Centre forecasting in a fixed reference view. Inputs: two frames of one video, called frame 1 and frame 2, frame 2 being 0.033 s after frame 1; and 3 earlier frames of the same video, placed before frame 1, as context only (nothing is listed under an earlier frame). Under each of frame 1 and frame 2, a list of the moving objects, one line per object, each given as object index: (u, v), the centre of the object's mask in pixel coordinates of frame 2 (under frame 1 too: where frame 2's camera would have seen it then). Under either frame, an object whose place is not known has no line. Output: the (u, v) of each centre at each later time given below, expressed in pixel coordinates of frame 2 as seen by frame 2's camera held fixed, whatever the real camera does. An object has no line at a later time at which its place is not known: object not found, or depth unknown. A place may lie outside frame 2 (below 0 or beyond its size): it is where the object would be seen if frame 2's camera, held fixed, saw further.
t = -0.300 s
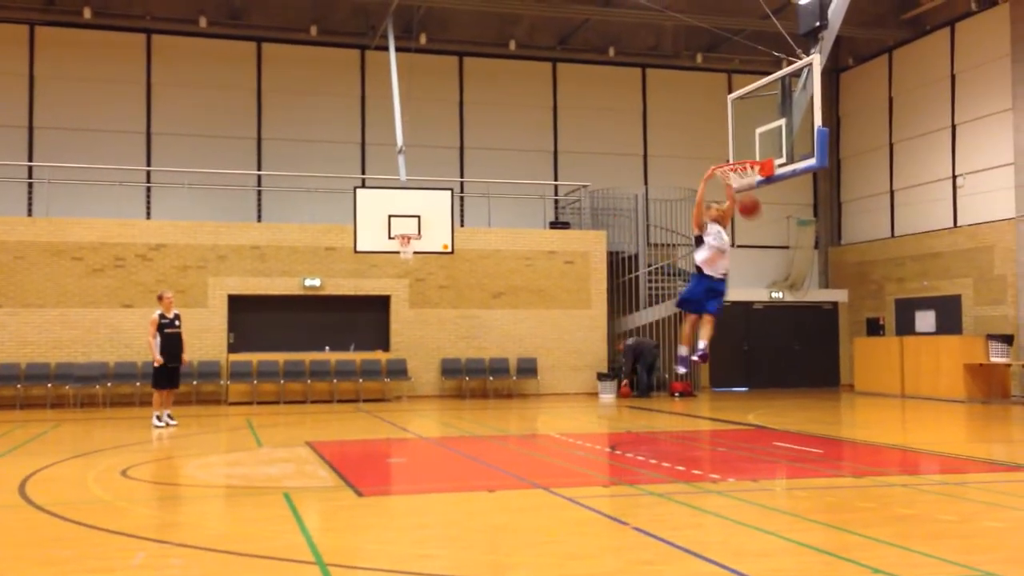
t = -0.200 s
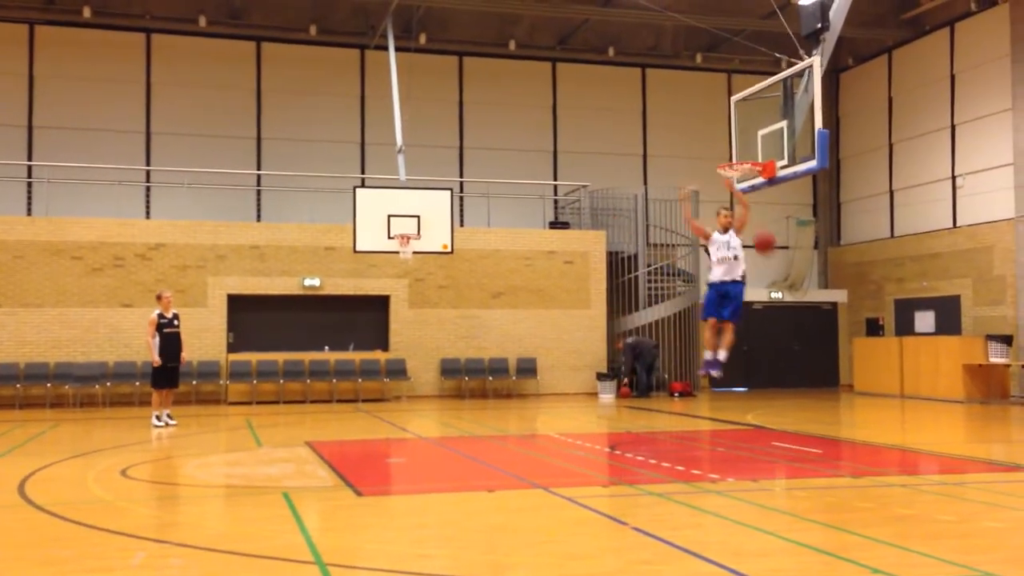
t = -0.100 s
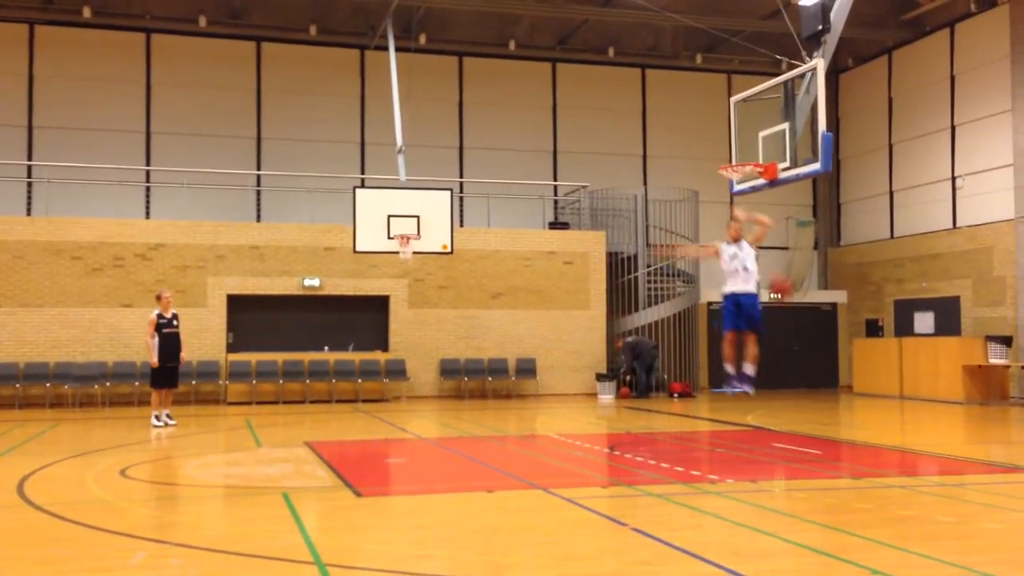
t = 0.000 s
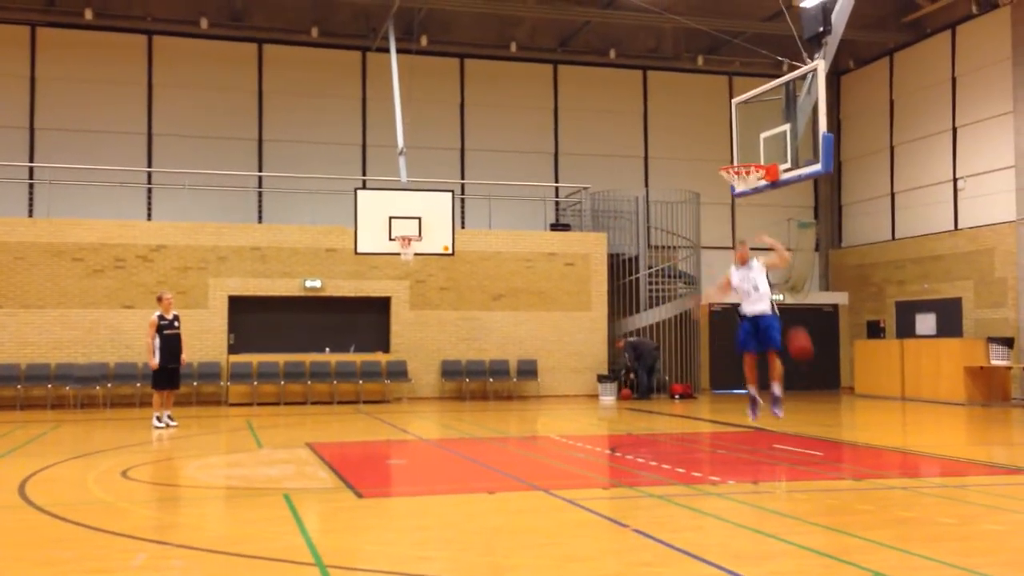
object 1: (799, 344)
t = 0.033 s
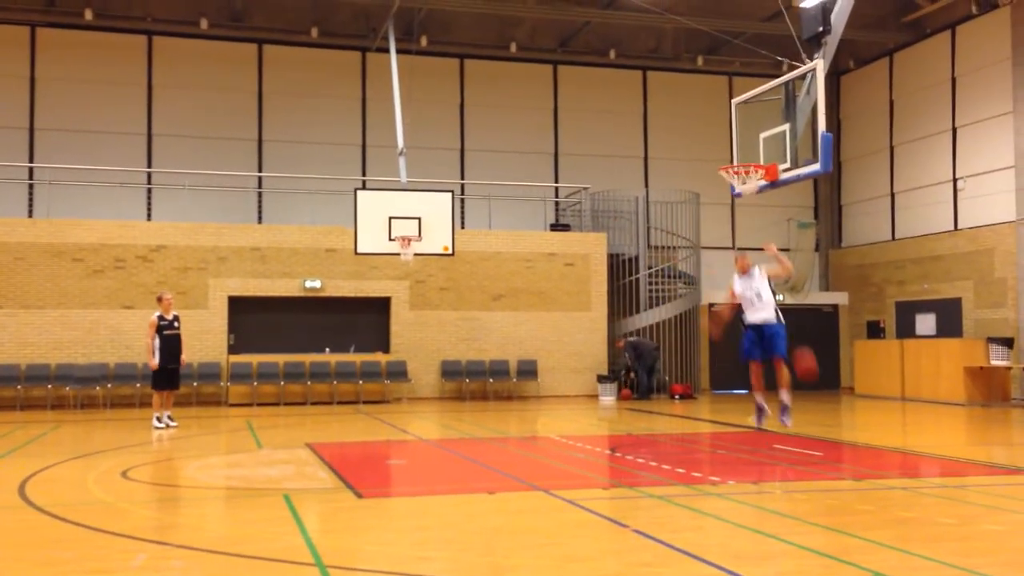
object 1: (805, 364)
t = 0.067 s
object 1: (810, 384)
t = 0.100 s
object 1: (818, 405)
